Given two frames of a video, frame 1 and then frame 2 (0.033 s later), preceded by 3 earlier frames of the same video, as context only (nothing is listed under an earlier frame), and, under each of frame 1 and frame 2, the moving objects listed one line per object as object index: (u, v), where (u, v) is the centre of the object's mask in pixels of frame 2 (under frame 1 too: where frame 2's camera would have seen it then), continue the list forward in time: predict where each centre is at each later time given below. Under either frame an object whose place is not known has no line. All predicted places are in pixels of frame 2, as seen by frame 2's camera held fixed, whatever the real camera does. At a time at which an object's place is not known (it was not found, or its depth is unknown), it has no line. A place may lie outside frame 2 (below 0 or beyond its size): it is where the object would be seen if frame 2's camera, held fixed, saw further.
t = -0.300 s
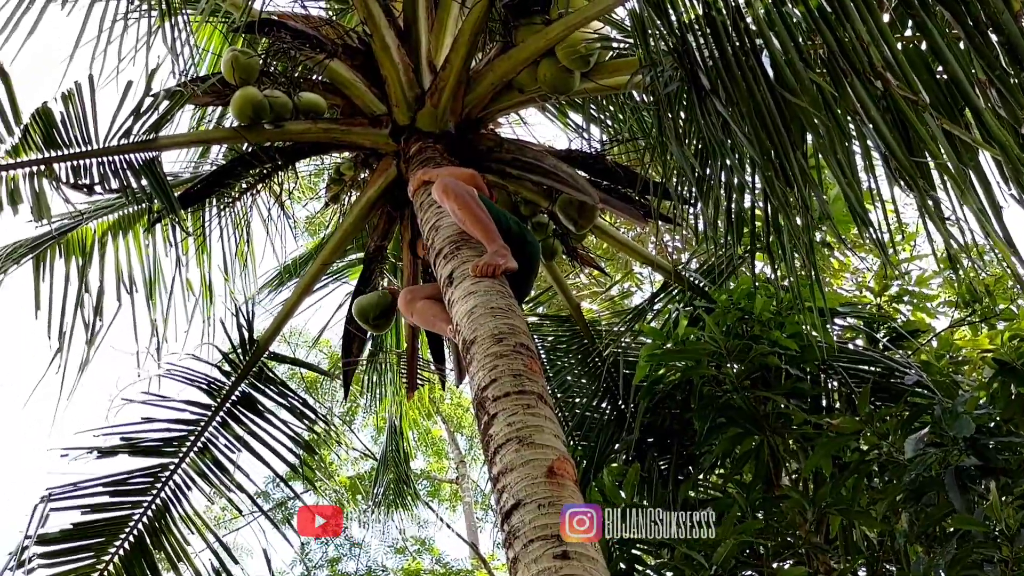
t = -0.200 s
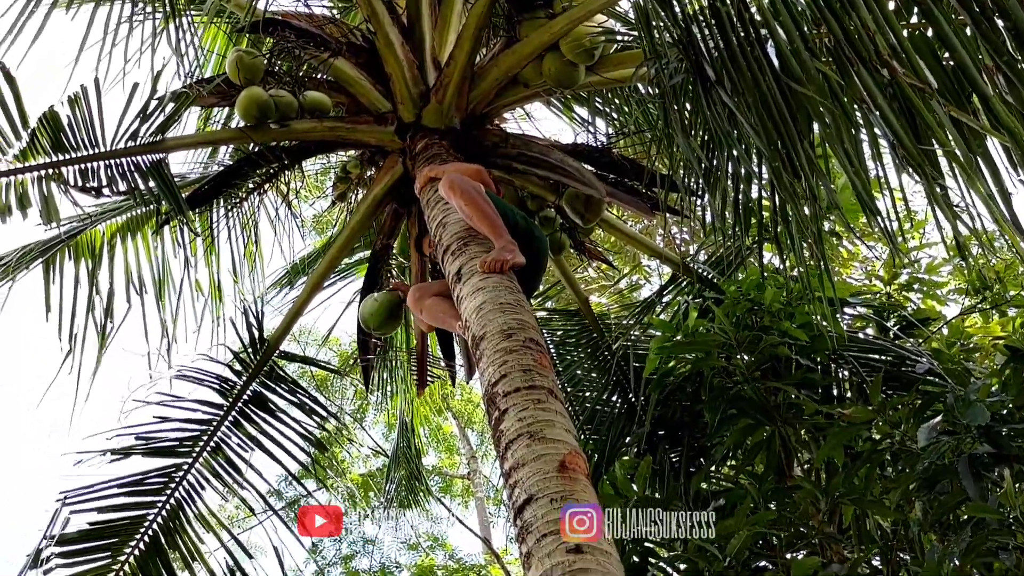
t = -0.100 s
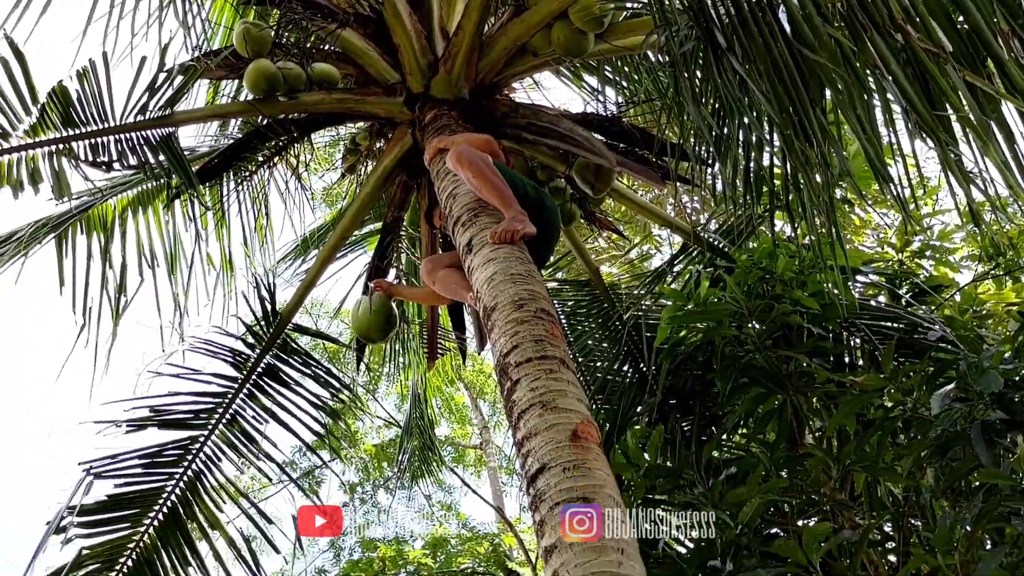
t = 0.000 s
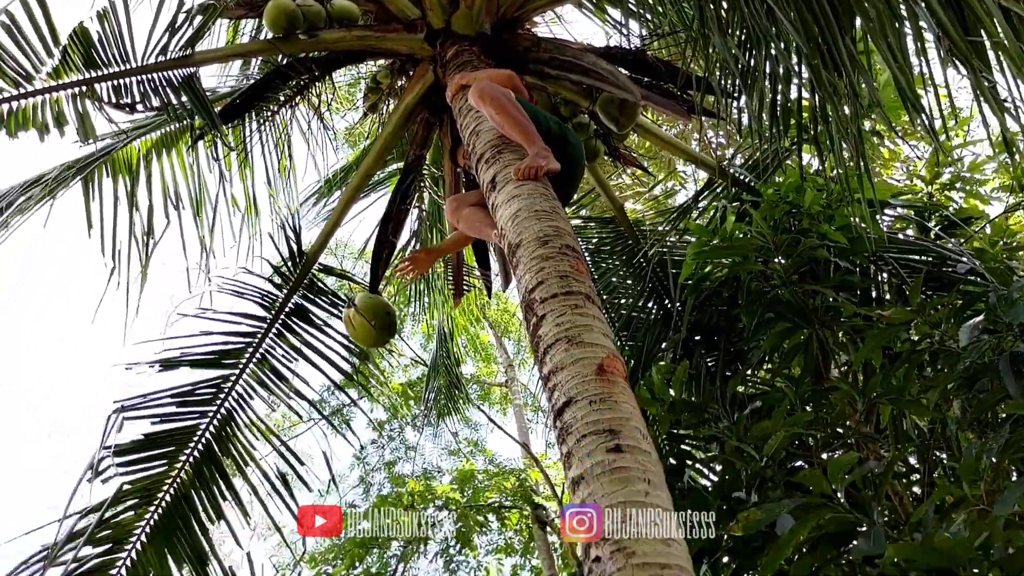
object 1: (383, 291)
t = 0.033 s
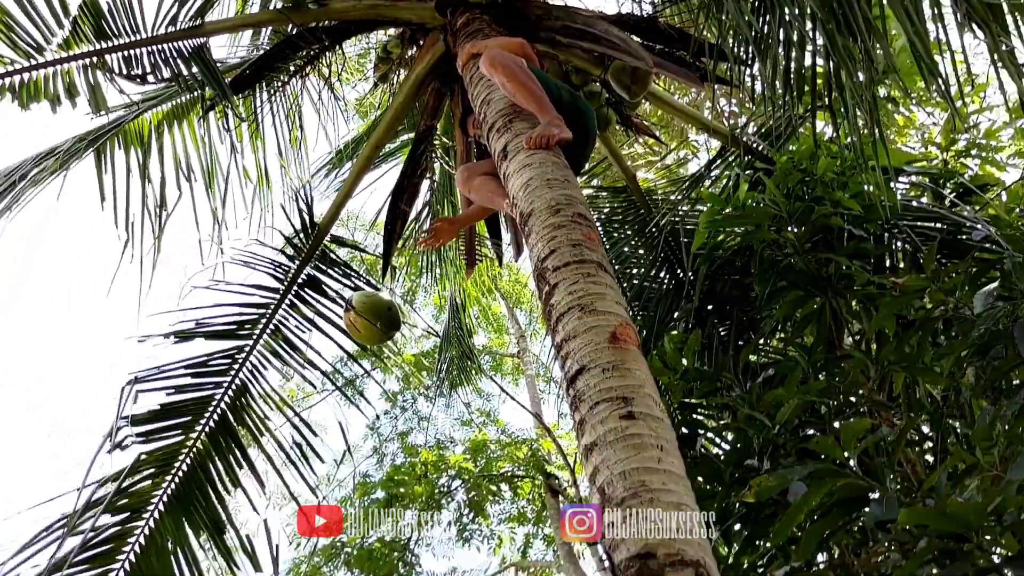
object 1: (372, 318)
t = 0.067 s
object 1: (360, 347)
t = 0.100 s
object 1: (347, 382)
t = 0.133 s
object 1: (333, 420)
